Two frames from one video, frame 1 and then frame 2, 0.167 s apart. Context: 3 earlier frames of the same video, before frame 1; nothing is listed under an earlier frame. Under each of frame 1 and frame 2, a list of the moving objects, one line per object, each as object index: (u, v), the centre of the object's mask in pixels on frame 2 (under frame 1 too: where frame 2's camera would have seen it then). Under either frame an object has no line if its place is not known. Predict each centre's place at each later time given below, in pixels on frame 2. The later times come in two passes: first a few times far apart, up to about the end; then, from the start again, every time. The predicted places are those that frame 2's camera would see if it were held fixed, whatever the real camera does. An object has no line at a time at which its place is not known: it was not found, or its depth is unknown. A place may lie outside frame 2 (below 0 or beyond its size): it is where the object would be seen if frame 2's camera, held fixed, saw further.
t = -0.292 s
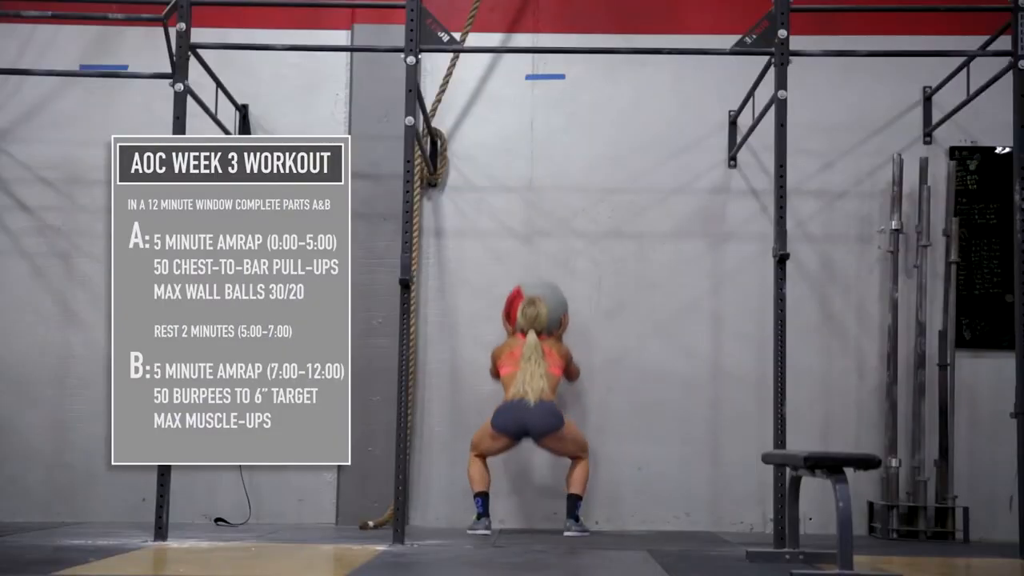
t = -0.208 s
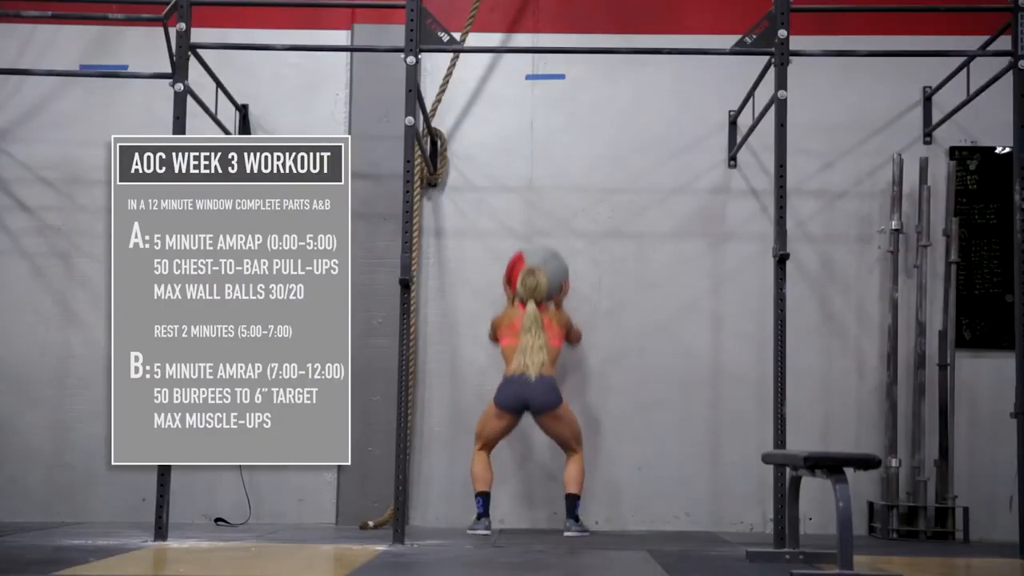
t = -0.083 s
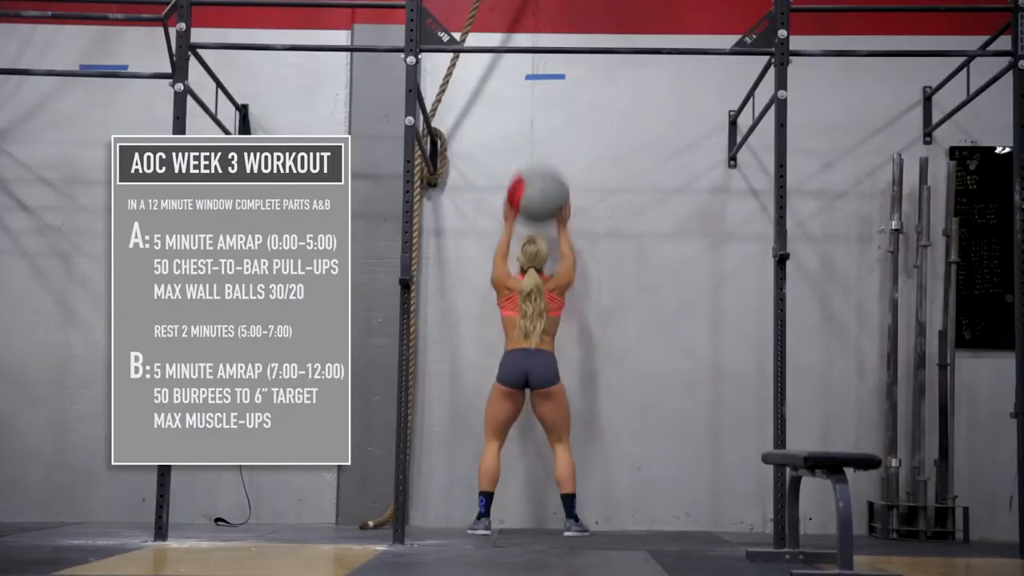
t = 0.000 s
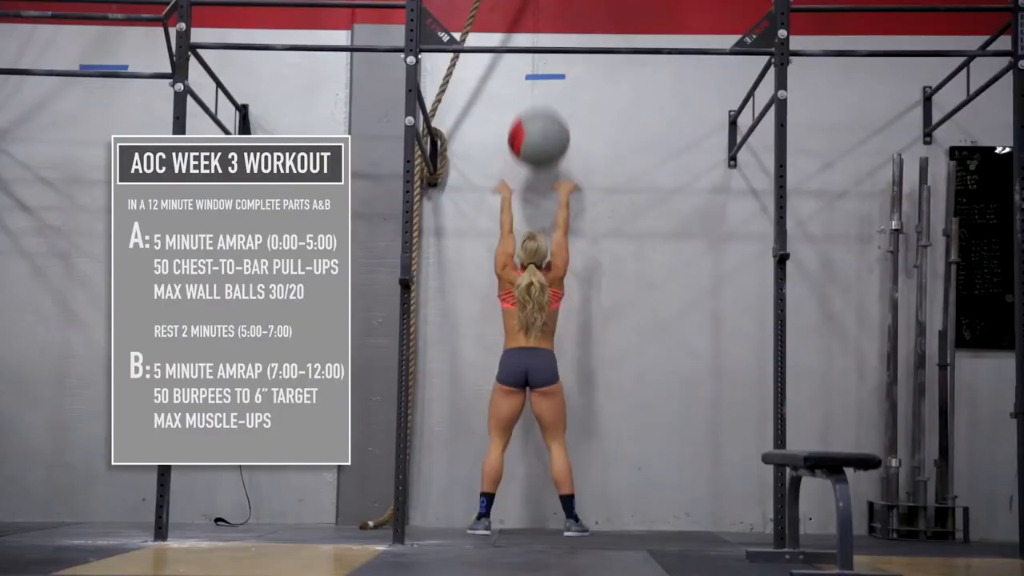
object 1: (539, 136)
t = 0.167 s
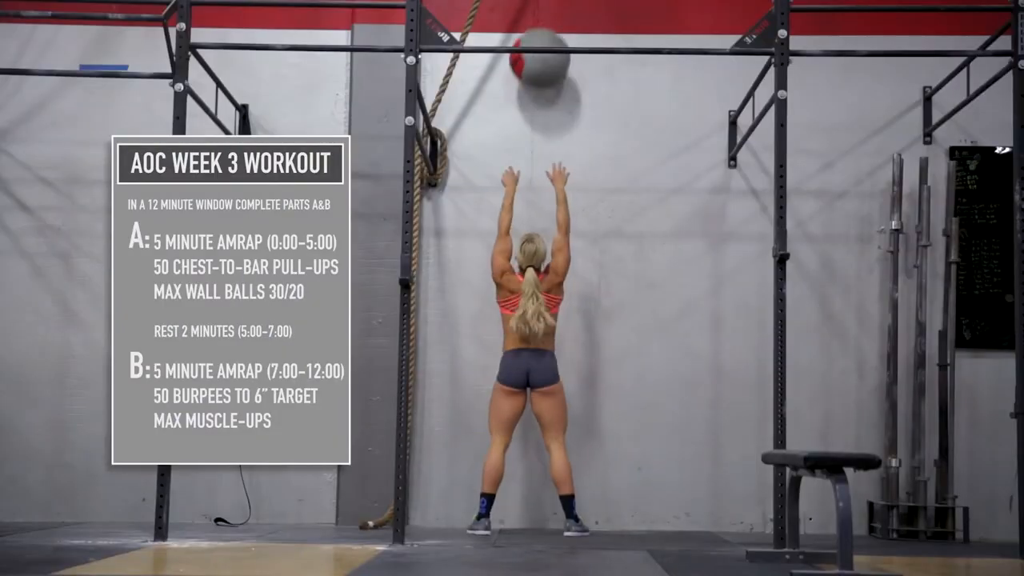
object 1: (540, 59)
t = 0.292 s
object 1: (540, 25)
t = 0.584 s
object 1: (539, 46)
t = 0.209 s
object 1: (540, 45)
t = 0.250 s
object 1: (540, 34)
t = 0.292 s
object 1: (540, 25)
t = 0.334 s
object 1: (541, 24)
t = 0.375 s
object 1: (541, 24)
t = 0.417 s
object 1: (540, 23)
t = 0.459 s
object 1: (540, 24)
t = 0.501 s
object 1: (540, 25)
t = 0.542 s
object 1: (539, 36)
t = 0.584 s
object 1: (539, 46)
